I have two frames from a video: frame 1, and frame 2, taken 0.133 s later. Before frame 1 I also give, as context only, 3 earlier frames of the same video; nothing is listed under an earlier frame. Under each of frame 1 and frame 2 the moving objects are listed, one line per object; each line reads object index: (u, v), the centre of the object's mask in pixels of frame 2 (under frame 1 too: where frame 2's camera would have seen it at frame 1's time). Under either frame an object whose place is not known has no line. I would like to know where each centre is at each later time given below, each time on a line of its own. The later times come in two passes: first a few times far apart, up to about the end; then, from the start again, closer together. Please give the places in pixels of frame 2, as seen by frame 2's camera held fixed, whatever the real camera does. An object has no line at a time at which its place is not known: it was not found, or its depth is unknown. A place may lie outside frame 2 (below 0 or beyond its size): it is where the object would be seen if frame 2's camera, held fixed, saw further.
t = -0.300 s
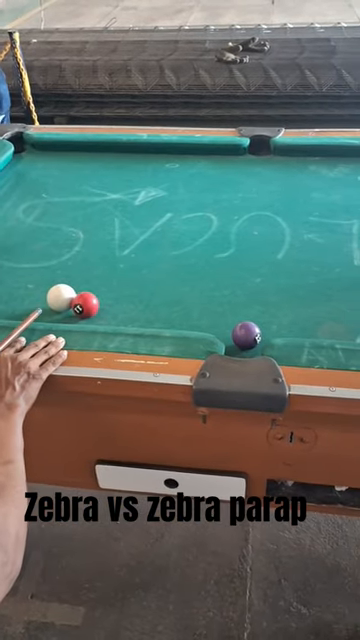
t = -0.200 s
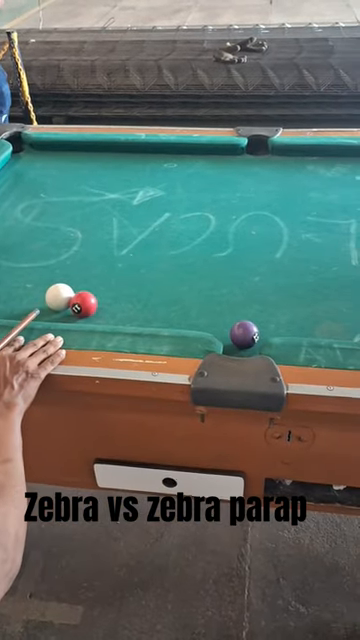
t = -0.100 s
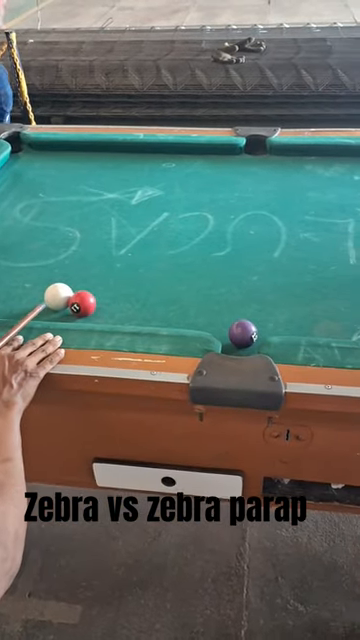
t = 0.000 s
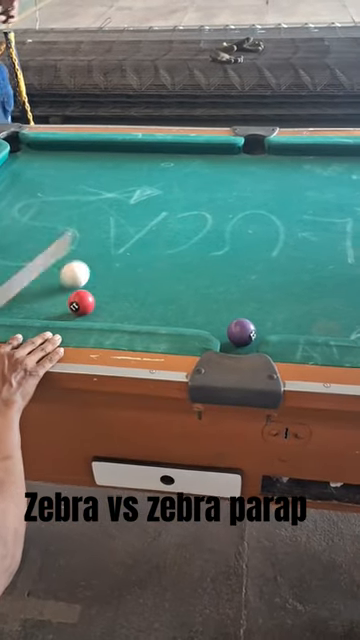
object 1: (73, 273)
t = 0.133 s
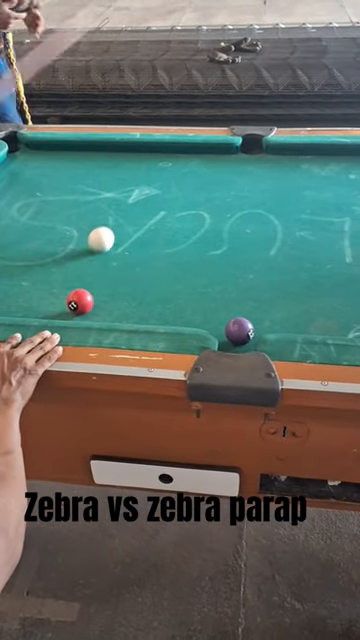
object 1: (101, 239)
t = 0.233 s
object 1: (118, 218)
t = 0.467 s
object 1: (151, 176)
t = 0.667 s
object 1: (172, 150)
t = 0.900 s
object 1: (171, 174)
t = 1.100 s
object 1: (171, 198)
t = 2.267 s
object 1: (183, 278)
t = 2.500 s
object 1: (191, 256)
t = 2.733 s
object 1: (197, 239)
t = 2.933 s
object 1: (202, 227)
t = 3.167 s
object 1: (206, 214)
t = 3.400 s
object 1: (209, 204)
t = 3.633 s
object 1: (212, 196)
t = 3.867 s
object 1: (214, 190)
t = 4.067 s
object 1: (215, 185)
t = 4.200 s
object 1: (215, 183)
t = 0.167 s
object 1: (107, 232)
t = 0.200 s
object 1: (113, 224)
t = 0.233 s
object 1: (118, 218)
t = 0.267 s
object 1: (124, 211)
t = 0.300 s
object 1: (129, 205)
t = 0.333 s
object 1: (133, 198)
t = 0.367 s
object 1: (138, 193)
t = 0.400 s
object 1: (142, 187)
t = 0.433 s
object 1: (147, 182)
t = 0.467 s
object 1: (151, 176)
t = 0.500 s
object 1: (155, 172)
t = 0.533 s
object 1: (158, 166)
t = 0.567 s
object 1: (162, 162)
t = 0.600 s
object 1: (166, 157)
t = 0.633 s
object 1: (169, 153)
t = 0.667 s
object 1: (172, 150)
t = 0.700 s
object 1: (172, 153)
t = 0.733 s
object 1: (172, 156)
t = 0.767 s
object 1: (171, 160)
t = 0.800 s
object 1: (171, 163)
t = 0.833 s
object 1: (171, 167)
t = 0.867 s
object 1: (171, 170)
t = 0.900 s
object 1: (171, 174)
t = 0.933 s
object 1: (171, 178)
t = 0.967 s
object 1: (171, 182)
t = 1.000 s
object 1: (171, 186)
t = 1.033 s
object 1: (171, 189)
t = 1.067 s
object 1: (170, 194)
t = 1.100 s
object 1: (171, 198)
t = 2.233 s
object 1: (182, 281)
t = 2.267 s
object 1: (183, 278)
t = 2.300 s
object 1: (184, 274)
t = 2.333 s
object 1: (185, 271)
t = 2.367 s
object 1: (187, 268)
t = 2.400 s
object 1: (188, 265)
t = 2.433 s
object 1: (189, 262)
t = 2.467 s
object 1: (190, 259)
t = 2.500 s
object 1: (191, 256)
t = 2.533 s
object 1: (192, 254)
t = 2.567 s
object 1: (193, 251)
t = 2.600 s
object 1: (194, 249)
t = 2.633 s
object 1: (194, 246)
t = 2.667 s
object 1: (196, 243)
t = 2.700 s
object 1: (196, 241)
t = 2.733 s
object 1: (197, 239)
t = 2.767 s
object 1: (198, 237)
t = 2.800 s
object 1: (199, 235)
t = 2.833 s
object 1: (200, 233)
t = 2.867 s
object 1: (200, 231)
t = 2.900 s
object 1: (201, 228)
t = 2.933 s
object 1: (202, 227)
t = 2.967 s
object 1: (203, 225)
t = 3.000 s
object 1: (203, 223)
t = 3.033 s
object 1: (204, 221)
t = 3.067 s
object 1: (205, 219)
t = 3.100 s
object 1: (205, 218)
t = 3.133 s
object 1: (205, 216)
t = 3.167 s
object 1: (206, 214)
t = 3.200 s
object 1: (207, 213)
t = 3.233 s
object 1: (207, 211)
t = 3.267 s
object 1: (207, 210)
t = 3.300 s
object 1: (208, 208)
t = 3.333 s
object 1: (208, 207)
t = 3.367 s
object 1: (209, 206)
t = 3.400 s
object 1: (209, 204)
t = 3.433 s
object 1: (210, 203)
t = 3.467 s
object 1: (210, 202)
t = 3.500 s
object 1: (210, 201)
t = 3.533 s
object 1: (211, 200)
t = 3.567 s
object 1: (211, 199)
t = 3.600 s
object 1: (212, 197)
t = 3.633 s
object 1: (212, 196)
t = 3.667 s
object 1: (212, 195)
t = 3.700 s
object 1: (213, 194)
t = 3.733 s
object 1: (213, 193)
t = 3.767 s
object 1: (213, 192)
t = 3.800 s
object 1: (213, 191)
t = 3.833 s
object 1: (213, 190)
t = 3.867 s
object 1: (214, 190)
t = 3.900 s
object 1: (214, 189)
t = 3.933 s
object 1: (214, 188)
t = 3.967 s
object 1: (214, 187)
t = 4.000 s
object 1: (214, 187)
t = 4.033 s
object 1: (214, 186)
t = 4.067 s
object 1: (215, 185)
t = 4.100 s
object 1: (215, 185)
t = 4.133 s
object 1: (215, 184)
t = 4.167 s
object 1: (215, 183)
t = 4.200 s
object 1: (215, 183)
